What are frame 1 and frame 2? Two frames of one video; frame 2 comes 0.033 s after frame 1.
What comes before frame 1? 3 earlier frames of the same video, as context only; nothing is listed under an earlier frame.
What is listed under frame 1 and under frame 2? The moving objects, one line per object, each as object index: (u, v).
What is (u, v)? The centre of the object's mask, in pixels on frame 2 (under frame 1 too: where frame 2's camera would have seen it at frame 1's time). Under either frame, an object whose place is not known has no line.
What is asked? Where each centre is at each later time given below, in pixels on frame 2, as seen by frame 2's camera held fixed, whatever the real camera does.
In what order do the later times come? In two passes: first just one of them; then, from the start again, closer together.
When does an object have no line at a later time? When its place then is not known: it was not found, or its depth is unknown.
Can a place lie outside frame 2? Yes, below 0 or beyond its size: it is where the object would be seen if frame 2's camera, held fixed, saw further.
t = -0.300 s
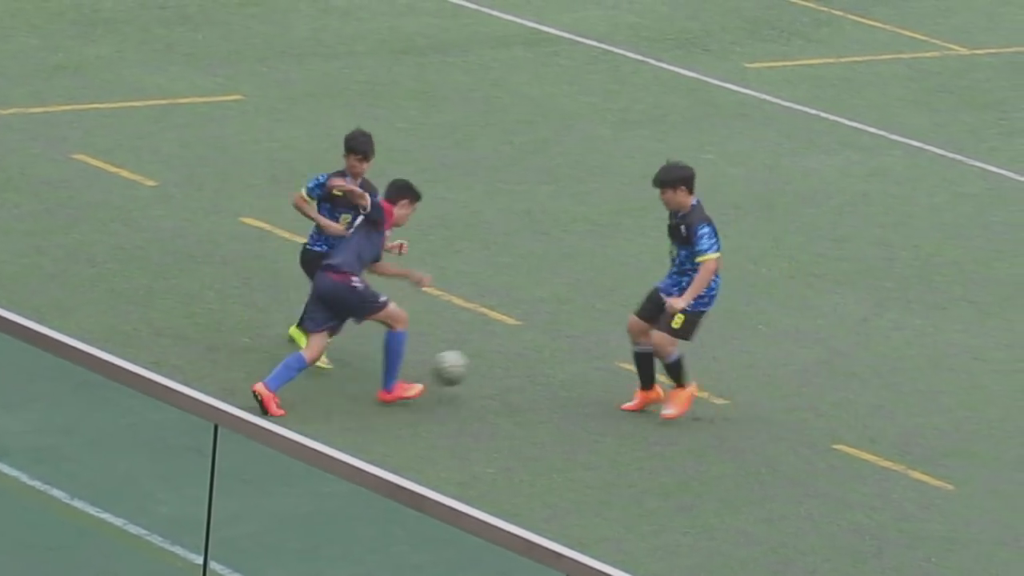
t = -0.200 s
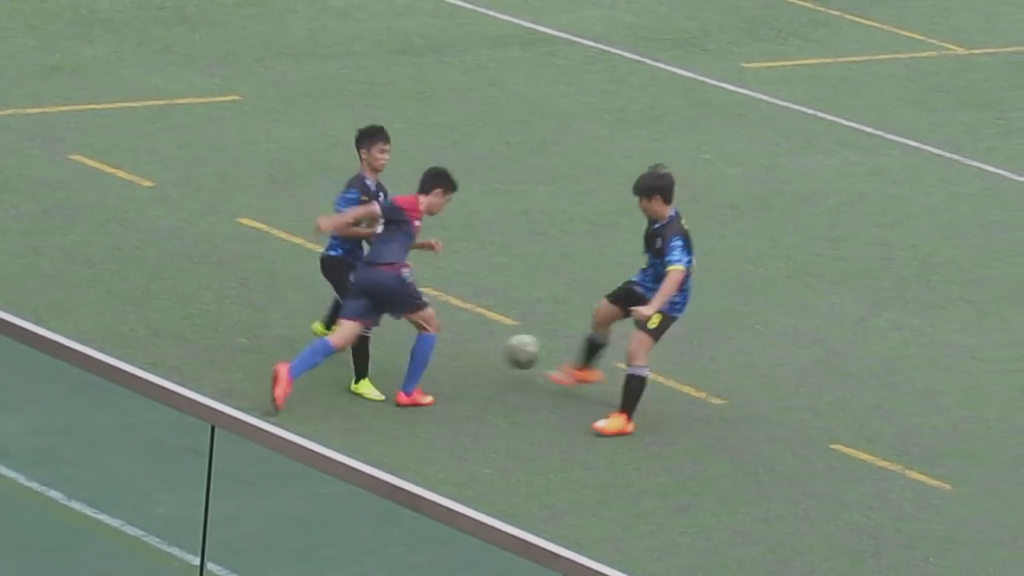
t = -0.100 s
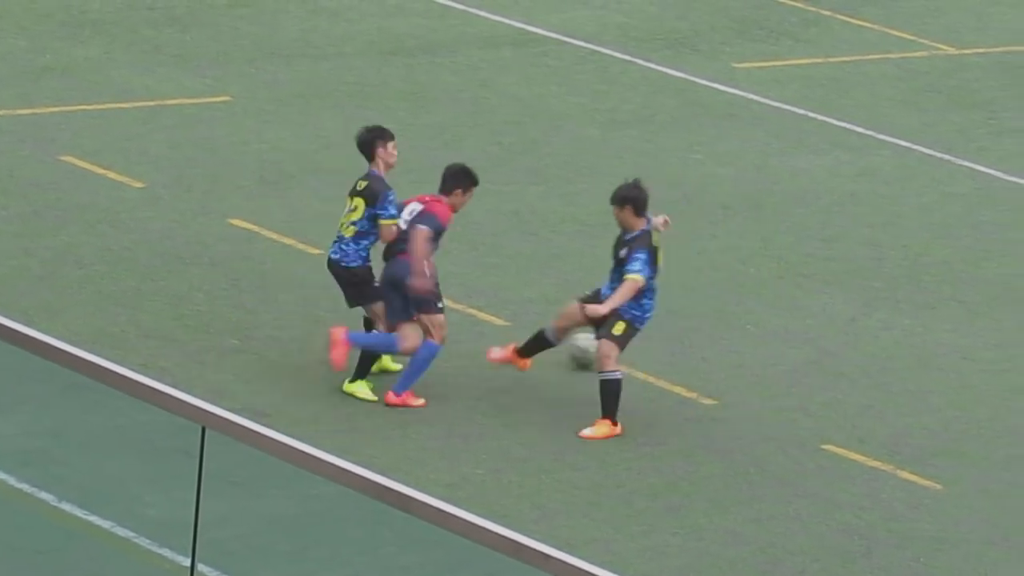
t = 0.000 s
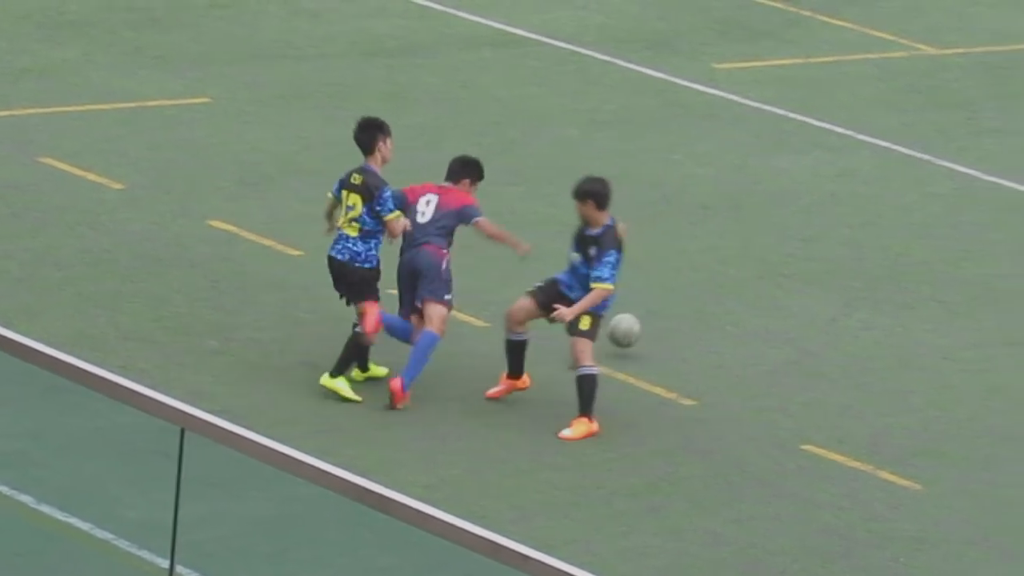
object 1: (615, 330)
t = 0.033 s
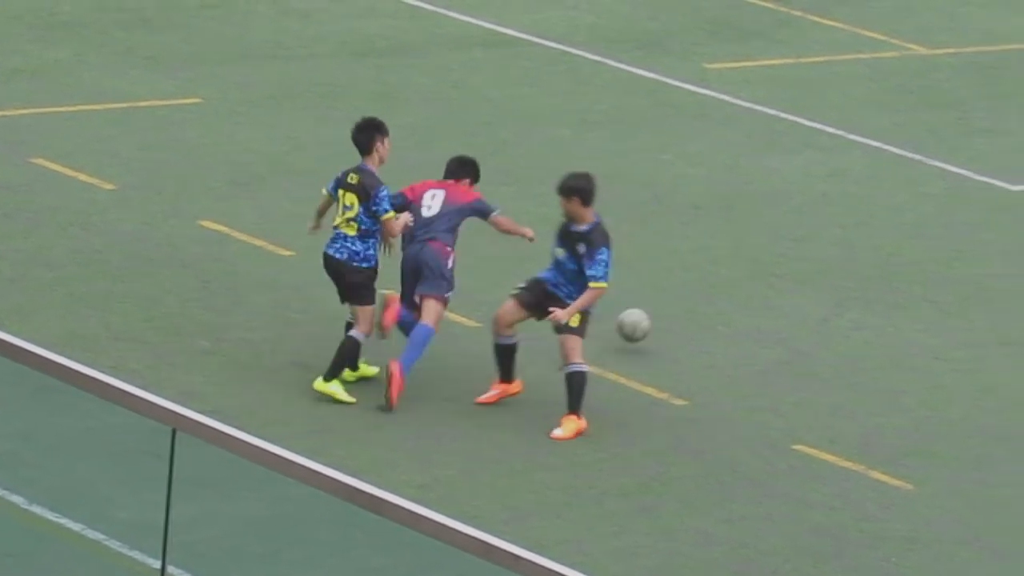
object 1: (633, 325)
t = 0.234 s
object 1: (726, 308)
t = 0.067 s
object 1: (651, 321)
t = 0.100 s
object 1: (667, 319)
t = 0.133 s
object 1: (684, 319)
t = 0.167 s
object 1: (700, 320)
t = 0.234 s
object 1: (726, 308)
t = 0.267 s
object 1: (738, 304)
